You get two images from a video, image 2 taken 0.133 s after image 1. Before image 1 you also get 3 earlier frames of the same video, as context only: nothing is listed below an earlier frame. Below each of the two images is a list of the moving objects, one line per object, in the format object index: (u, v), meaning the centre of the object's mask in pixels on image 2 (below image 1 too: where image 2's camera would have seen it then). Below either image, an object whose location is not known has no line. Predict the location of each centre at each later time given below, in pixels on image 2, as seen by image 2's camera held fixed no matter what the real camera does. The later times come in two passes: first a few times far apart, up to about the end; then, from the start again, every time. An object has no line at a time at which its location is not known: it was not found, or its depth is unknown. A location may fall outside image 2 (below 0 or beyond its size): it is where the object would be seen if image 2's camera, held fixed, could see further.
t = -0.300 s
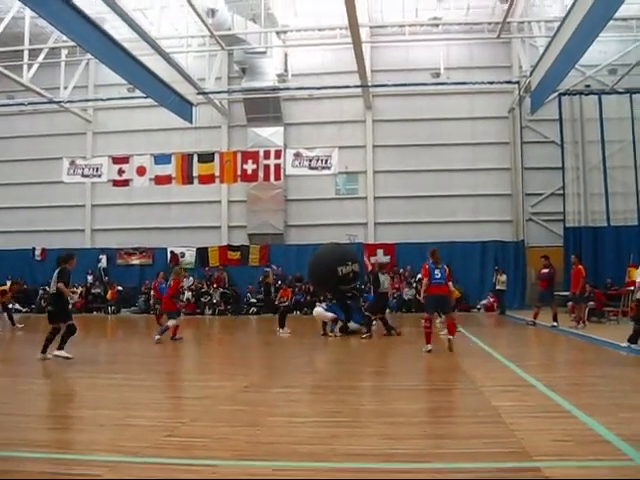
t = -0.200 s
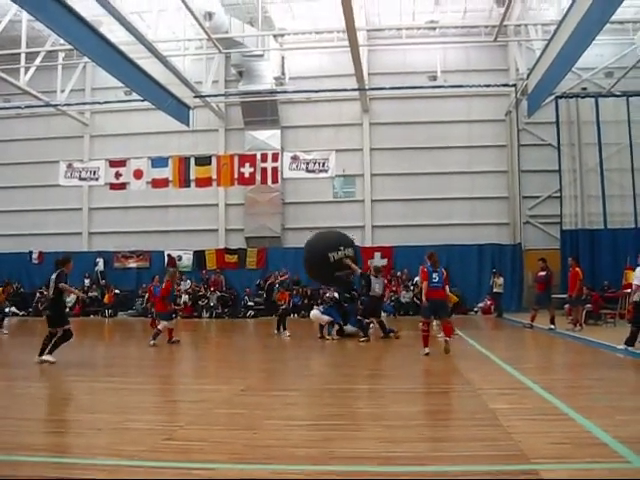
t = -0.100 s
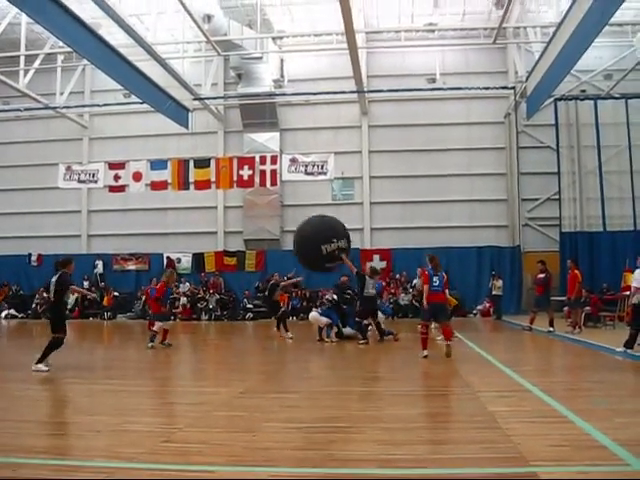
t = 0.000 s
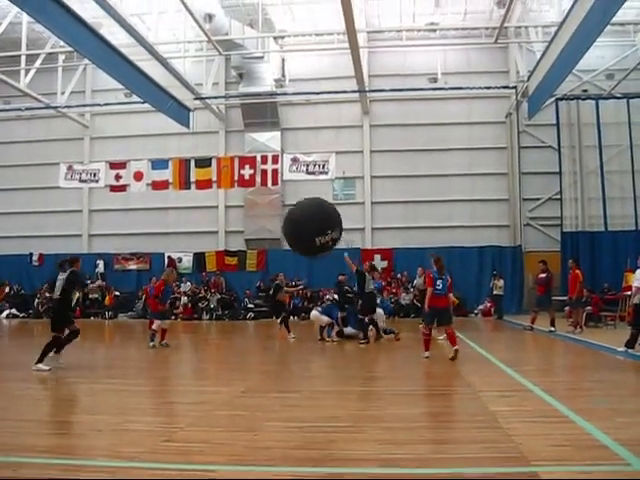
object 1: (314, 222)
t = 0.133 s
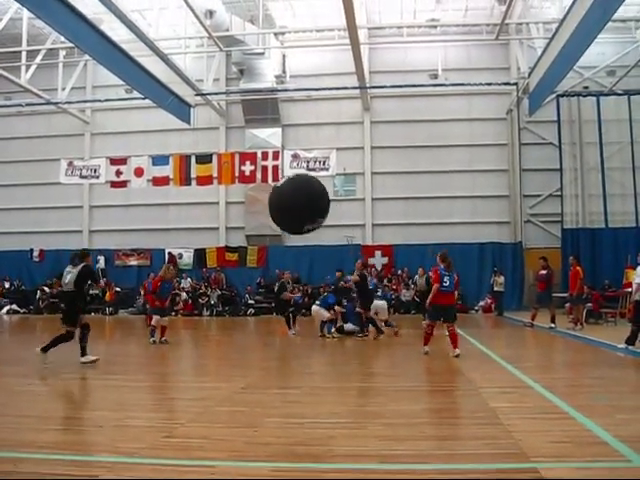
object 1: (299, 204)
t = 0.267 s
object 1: (284, 187)
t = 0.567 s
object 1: (243, 164)
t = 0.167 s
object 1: (295, 200)
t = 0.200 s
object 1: (291, 196)
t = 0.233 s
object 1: (287, 191)
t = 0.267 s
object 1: (284, 187)
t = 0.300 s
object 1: (280, 183)
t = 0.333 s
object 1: (276, 180)
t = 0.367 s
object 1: (272, 178)
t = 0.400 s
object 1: (267, 174)
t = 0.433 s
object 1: (262, 172)
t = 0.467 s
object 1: (258, 169)
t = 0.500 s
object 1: (252, 167)
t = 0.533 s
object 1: (247, 165)
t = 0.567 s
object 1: (243, 164)
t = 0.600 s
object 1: (240, 163)
